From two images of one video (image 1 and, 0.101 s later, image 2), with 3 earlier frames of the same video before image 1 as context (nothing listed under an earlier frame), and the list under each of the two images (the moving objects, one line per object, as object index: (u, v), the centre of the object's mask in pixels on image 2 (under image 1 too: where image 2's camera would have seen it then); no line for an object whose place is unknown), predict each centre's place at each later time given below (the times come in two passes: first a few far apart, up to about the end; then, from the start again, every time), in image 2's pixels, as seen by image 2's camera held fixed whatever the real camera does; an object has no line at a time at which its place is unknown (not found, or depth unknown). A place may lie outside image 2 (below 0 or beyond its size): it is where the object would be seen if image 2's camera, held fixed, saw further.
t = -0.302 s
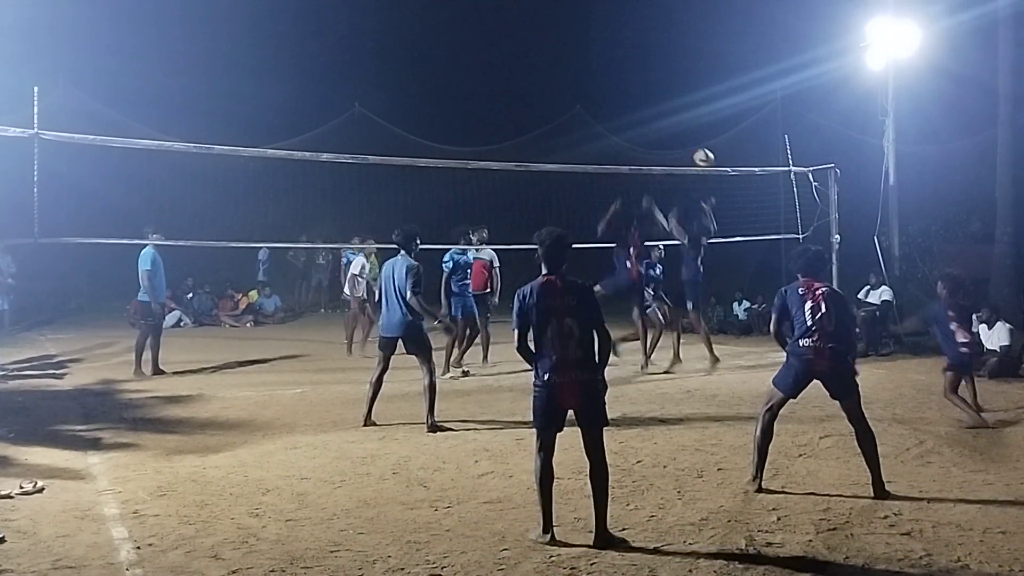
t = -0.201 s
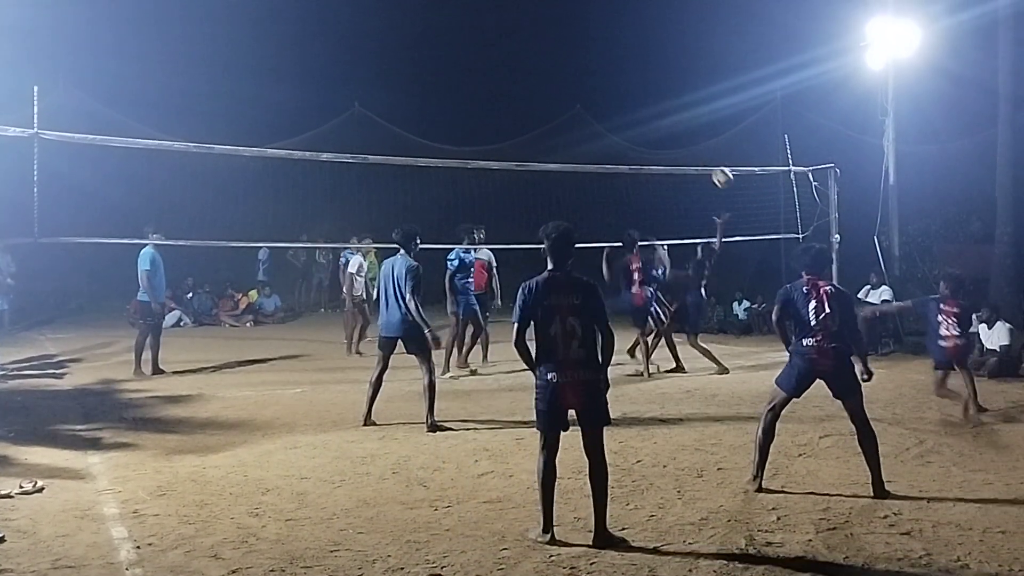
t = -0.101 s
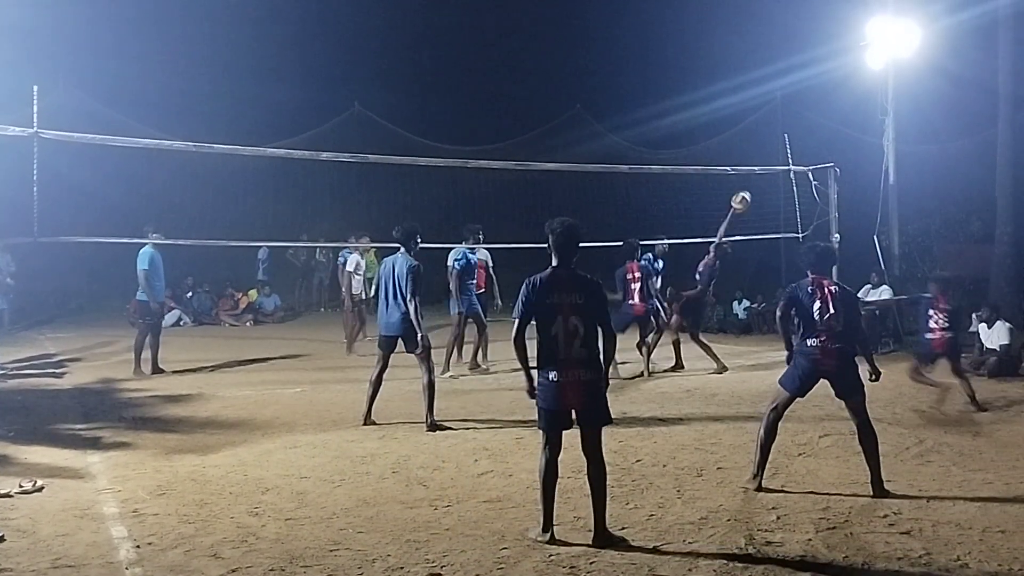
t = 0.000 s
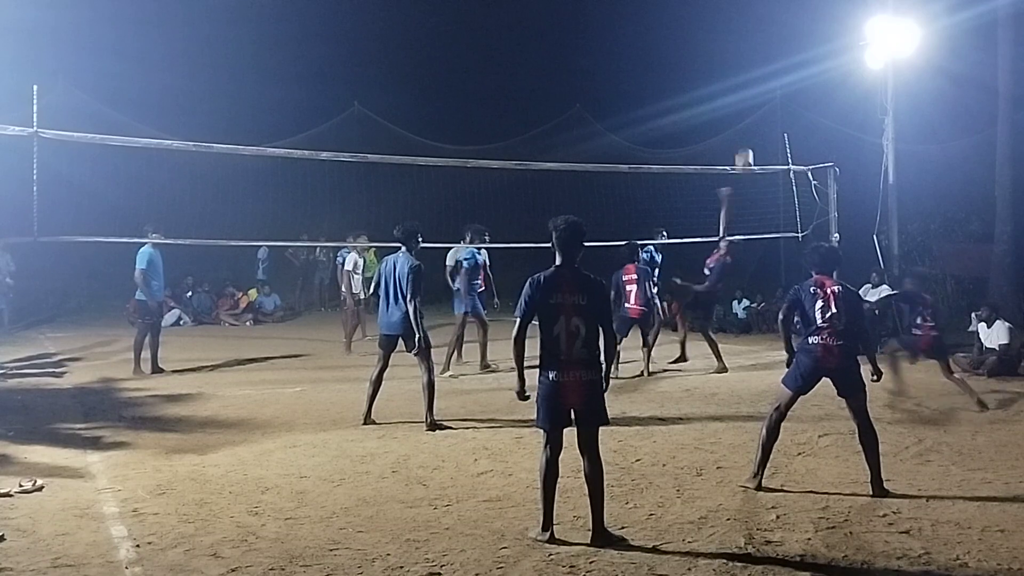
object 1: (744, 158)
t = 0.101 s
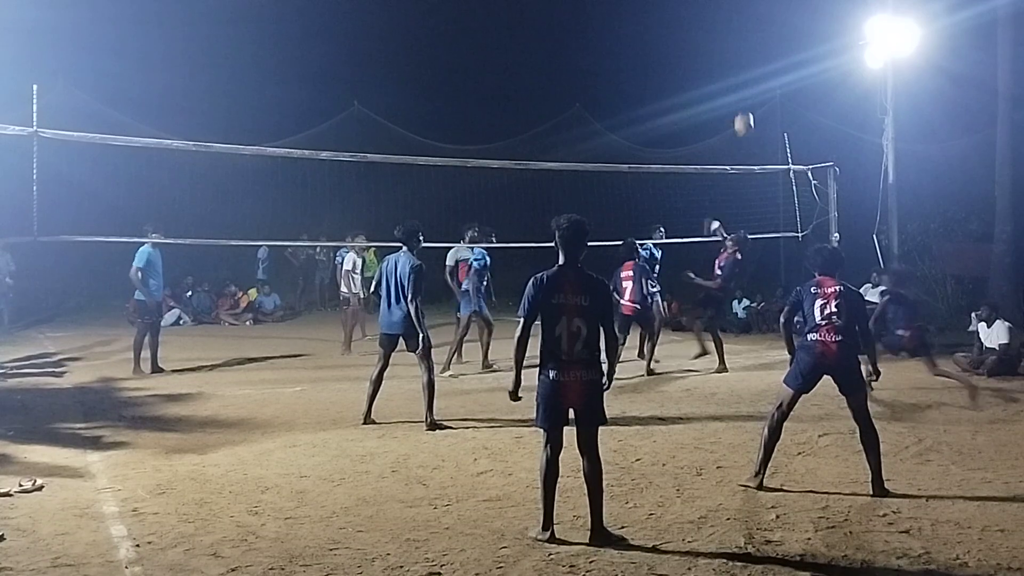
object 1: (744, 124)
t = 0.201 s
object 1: (743, 94)
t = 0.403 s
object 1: (742, 57)
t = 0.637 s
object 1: (740, 55)
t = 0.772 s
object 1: (739, 75)
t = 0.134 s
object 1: (744, 113)
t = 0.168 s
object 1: (744, 103)
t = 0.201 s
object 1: (743, 94)
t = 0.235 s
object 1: (743, 85)
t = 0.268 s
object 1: (743, 78)
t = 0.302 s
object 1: (743, 71)
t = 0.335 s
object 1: (743, 65)
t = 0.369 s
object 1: (742, 61)
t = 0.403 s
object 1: (742, 57)
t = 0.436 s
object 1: (742, 54)
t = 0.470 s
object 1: (741, 51)
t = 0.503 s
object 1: (741, 50)
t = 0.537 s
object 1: (741, 50)
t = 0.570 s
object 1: (741, 51)
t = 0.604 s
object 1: (741, 52)
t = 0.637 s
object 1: (740, 55)
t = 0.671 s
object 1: (740, 58)
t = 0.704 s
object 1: (740, 62)
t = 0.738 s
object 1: (740, 69)
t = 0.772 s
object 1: (739, 75)
